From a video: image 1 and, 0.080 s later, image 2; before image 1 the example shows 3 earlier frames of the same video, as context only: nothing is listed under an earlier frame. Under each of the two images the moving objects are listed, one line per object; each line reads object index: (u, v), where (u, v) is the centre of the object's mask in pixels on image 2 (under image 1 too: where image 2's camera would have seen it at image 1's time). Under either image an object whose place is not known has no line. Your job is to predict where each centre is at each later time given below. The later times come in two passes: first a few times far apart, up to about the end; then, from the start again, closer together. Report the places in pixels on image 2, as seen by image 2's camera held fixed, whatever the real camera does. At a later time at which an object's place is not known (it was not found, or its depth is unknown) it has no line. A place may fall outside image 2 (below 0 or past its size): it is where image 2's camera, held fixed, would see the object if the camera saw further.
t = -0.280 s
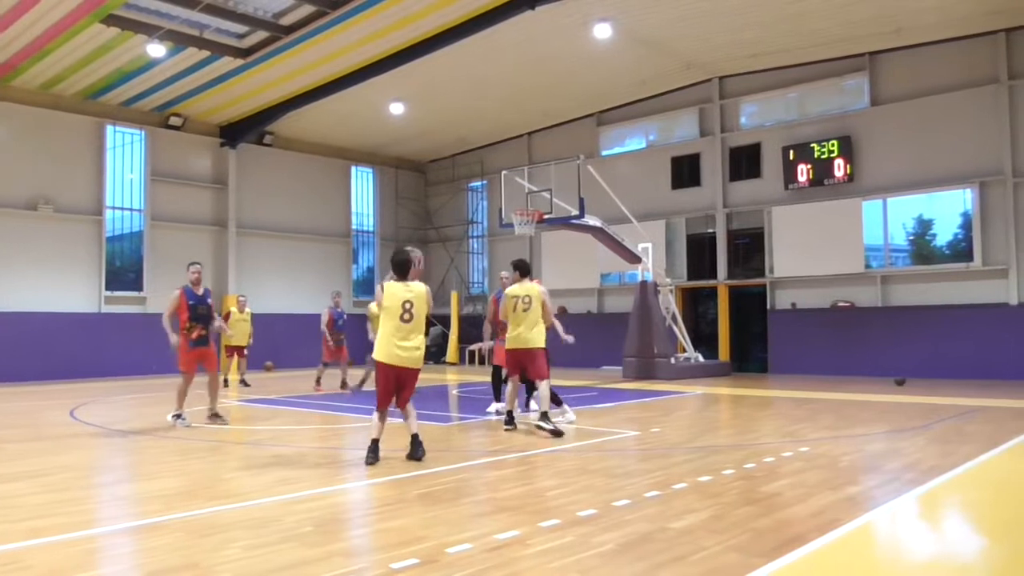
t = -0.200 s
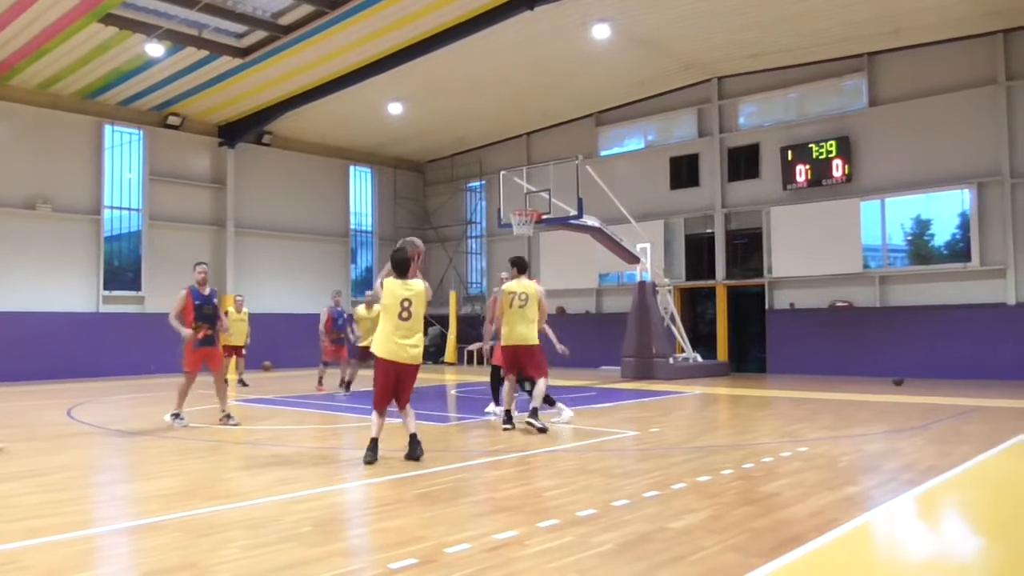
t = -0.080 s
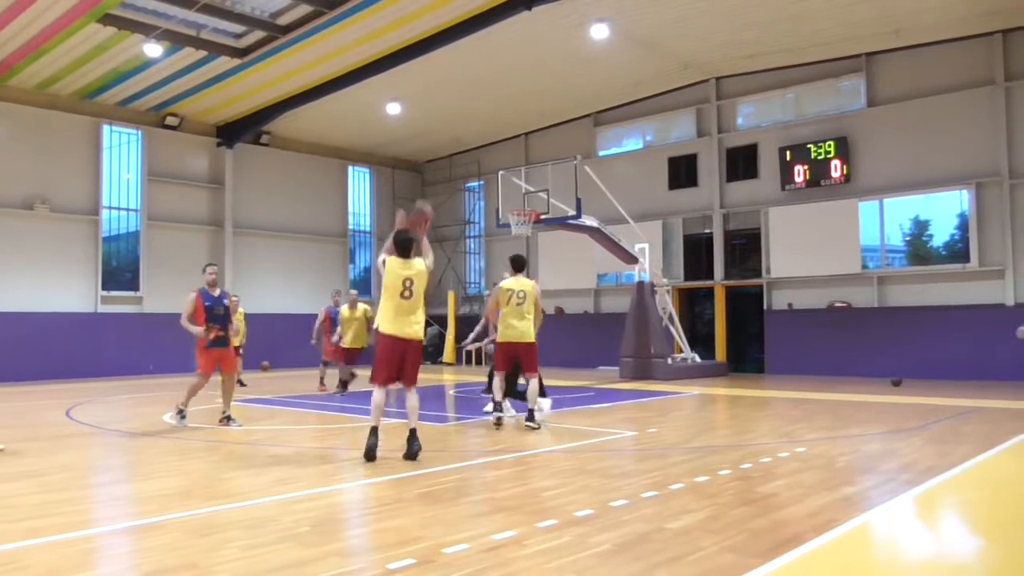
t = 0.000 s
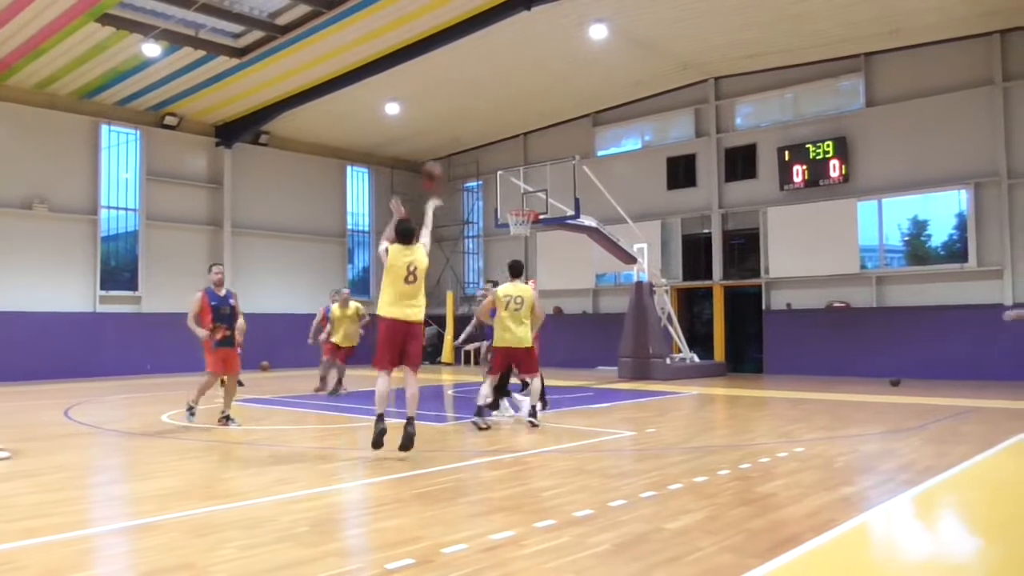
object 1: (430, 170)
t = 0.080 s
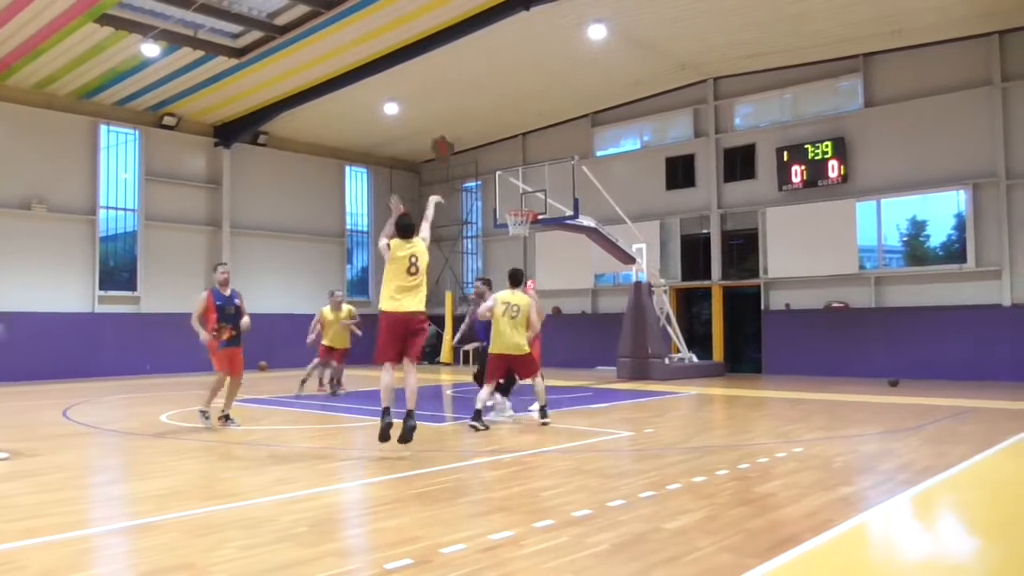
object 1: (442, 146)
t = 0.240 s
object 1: (465, 104)
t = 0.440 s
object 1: (484, 95)
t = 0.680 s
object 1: (505, 124)
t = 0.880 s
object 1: (516, 169)
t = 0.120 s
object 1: (448, 132)
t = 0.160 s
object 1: (452, 119)
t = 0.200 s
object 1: (458, 111)
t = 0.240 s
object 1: (465, 104)
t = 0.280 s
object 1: (469, 99)
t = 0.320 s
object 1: (472, 96)
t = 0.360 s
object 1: (476, 94)
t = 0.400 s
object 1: (481, 94)
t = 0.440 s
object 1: (484, 95)
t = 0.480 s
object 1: (488, 97)
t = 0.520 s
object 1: (492, 101)
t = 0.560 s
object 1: (495, 104)
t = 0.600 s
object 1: (498, 109)
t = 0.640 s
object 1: (500, 116)
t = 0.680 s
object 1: (505, 124)
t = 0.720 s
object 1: (507, 132)
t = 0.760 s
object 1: (508, 139)
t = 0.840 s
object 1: (515, 159)
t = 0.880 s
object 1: (516, 169)
